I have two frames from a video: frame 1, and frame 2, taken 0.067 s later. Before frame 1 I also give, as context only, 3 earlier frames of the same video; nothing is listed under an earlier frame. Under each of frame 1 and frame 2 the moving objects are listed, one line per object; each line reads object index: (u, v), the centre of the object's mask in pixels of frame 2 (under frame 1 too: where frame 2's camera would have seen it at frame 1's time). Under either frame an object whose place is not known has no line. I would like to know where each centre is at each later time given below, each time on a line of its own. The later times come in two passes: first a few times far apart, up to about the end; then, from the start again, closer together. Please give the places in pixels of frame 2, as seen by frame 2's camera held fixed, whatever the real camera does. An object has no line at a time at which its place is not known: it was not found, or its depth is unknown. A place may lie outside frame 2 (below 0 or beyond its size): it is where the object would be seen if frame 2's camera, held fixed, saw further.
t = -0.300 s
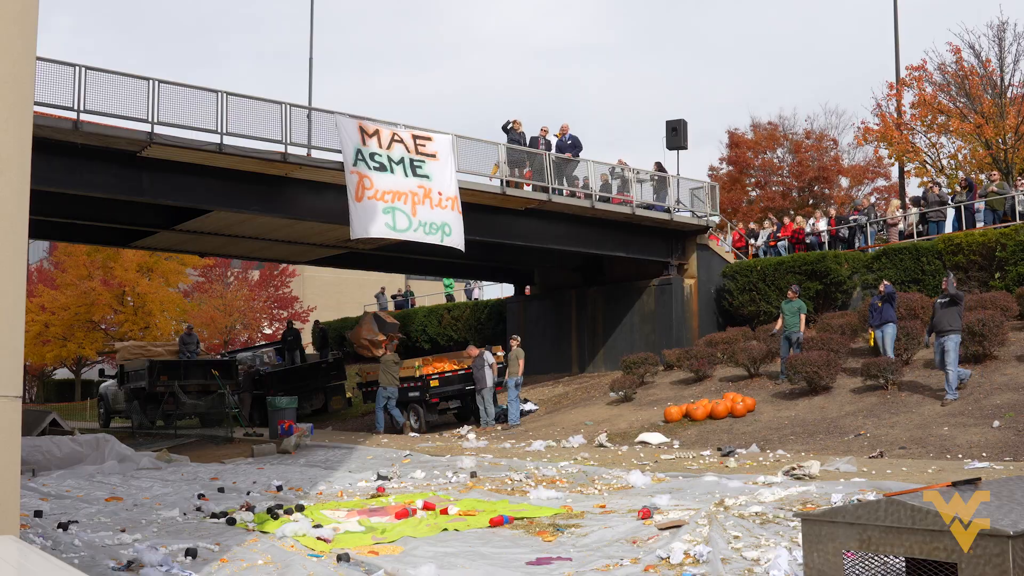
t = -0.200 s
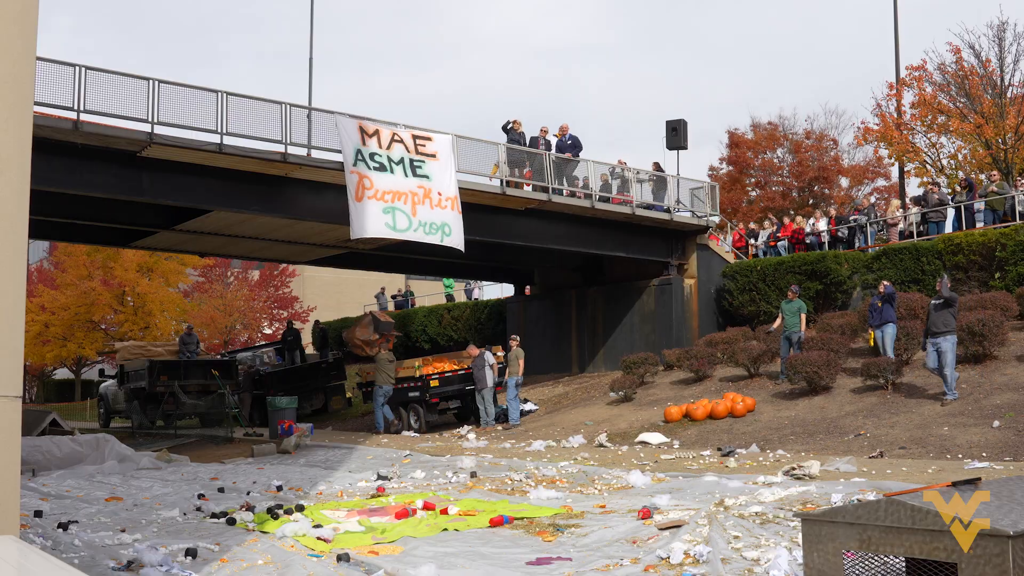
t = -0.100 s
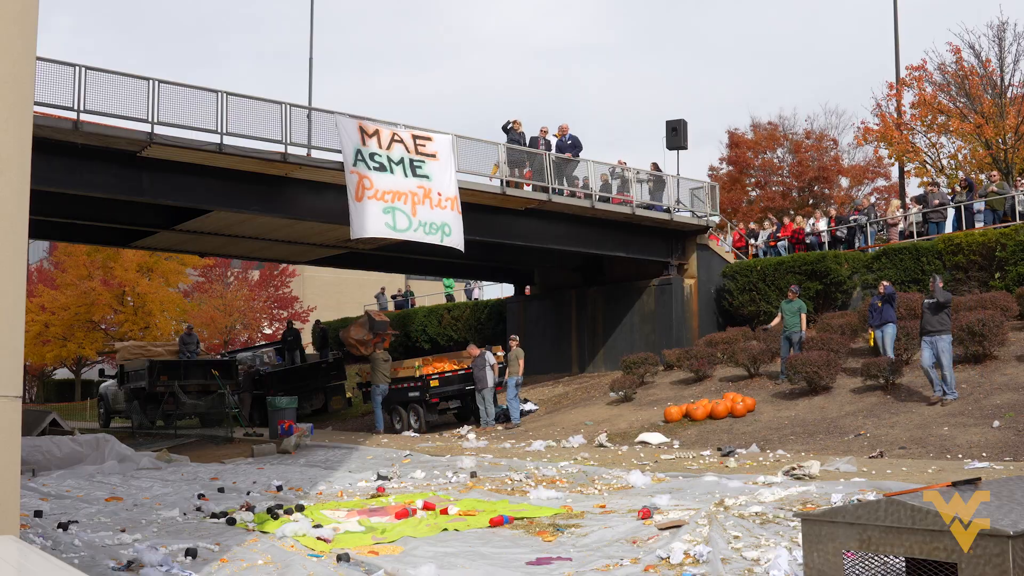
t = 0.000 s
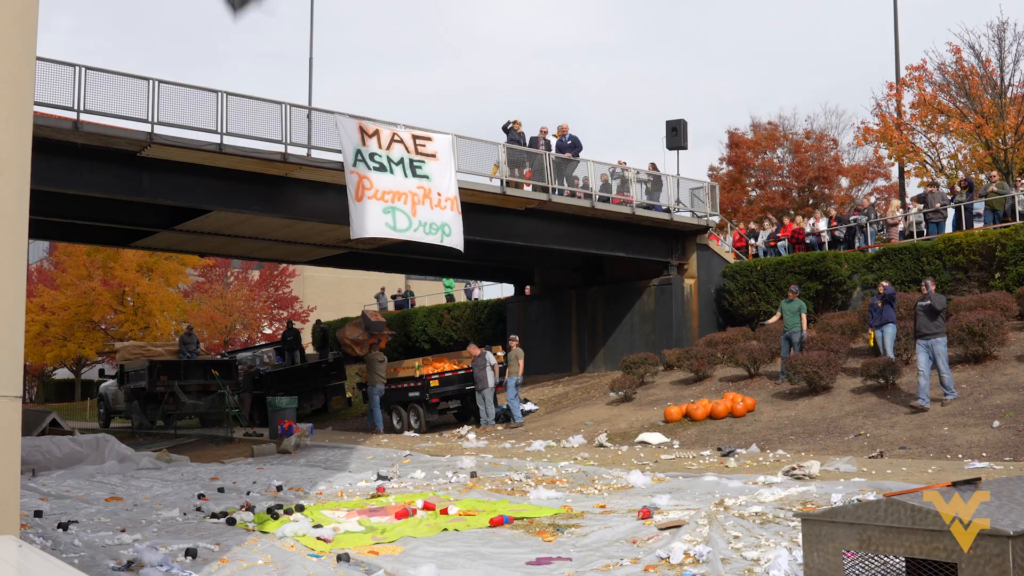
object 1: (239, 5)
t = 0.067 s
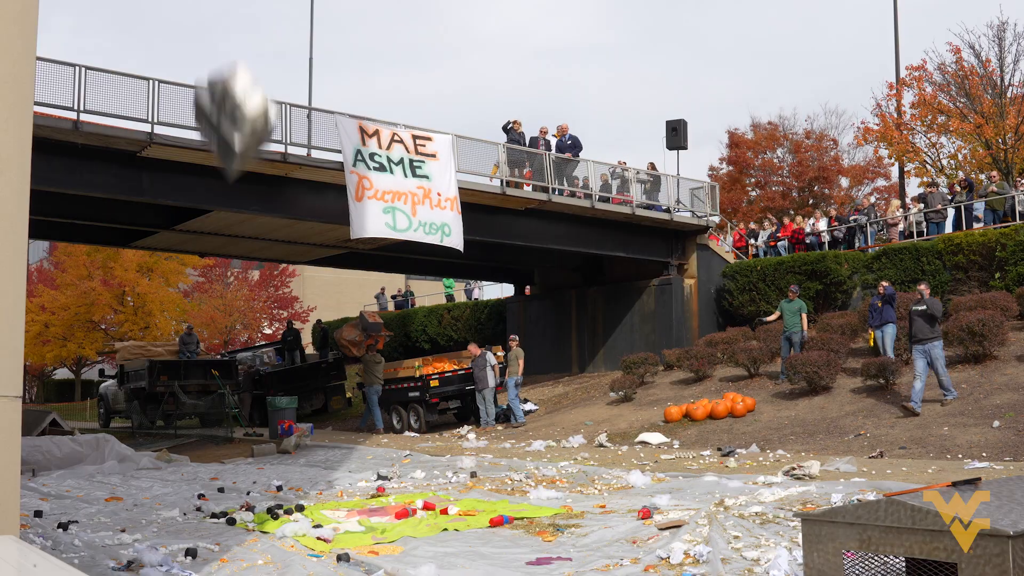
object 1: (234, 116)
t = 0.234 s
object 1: (246, 524)
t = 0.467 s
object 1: (243, 516)
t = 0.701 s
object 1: (237, 525)
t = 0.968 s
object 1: (241, 524)
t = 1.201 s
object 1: (241, 525)
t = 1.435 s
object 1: (241, 525)
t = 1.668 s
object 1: (241, 525)
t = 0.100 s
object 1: (233, 198)
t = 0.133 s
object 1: (232, 276)
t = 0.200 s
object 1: (230, 451)
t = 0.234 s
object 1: (246, 524)
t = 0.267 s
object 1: (248, 524)
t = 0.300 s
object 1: (248, 522)
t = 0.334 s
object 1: (249, 520)
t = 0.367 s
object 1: (249, 518)
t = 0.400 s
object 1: (249, 516)
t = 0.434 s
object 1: (244, 514)
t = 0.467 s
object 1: (243, 516)
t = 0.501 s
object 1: (241, 518)
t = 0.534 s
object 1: (239, 523)
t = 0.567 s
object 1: (237, 524)
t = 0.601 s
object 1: (236, 525)
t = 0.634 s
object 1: (237, 526)
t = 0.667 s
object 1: (237, 526)
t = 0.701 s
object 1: (237, 525)
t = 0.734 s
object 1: (234, 524)
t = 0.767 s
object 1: (235, 523)
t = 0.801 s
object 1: (235, 523)
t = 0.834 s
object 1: (239, 524)
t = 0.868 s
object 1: (239, 524)
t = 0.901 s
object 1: (240, 524)
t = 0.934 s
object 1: (240, 524)
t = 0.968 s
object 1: (241, 524)
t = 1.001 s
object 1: (241, 524)
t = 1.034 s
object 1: (242, 524)
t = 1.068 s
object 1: (241, 524)
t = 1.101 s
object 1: (241, 524)
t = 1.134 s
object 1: (241, 524)
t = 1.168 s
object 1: (241, 525)
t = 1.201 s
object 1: (241, 525)
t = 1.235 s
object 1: (240, 525)
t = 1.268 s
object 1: (240, 525)
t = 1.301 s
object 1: (241, 525)
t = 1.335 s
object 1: (241, 525)
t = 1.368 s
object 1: (241, 525)
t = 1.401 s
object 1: (241, 525)
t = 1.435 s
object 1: (241, 525)
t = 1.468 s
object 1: (241, 525)
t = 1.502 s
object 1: (241, 525)
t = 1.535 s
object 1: (241, 525)
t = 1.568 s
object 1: (241, 525)
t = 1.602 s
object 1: (241, 525)
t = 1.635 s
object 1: (241, 525)
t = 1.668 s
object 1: (241, 525)
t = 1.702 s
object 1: (241, 525)
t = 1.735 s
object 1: (241, 525)
